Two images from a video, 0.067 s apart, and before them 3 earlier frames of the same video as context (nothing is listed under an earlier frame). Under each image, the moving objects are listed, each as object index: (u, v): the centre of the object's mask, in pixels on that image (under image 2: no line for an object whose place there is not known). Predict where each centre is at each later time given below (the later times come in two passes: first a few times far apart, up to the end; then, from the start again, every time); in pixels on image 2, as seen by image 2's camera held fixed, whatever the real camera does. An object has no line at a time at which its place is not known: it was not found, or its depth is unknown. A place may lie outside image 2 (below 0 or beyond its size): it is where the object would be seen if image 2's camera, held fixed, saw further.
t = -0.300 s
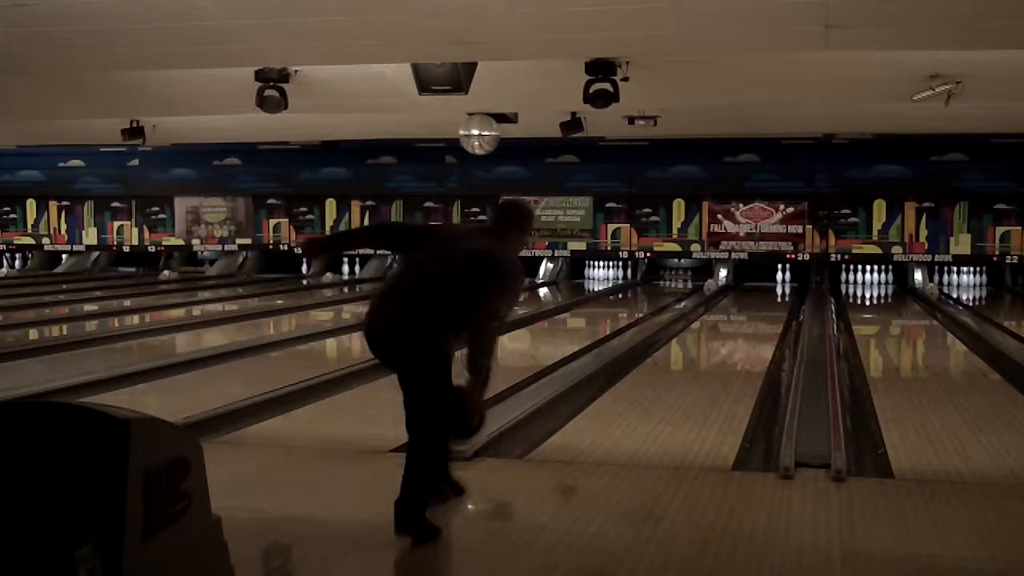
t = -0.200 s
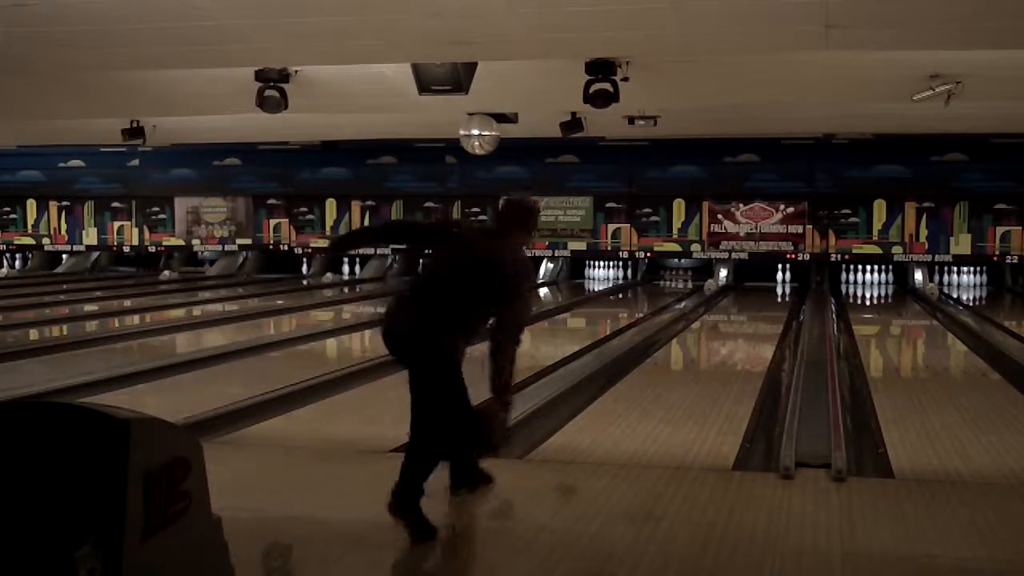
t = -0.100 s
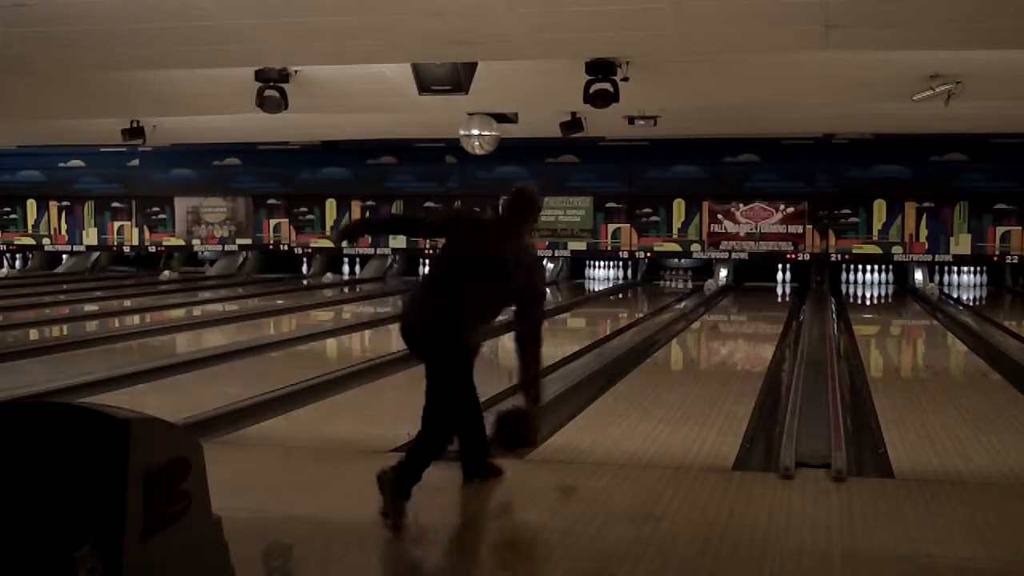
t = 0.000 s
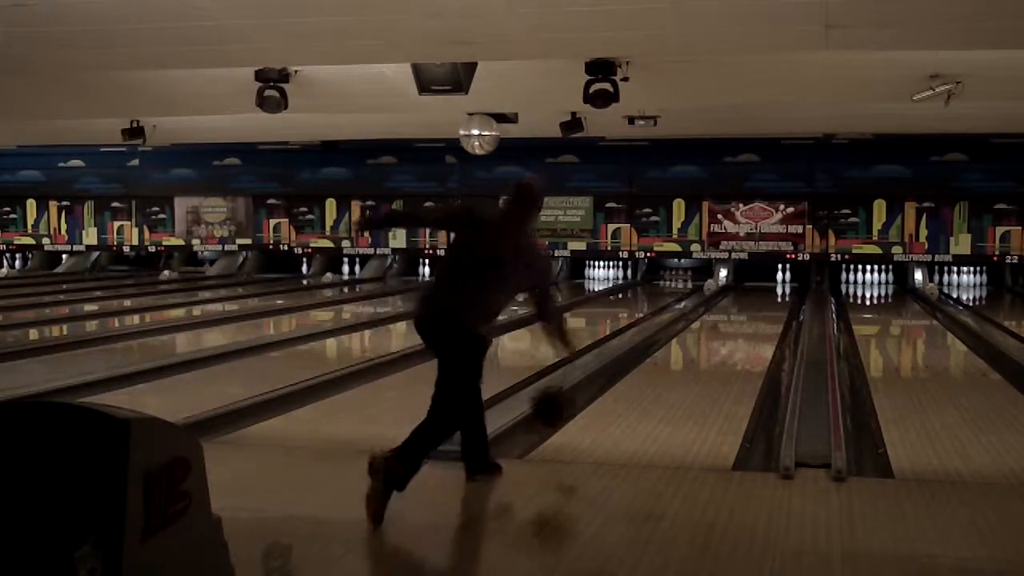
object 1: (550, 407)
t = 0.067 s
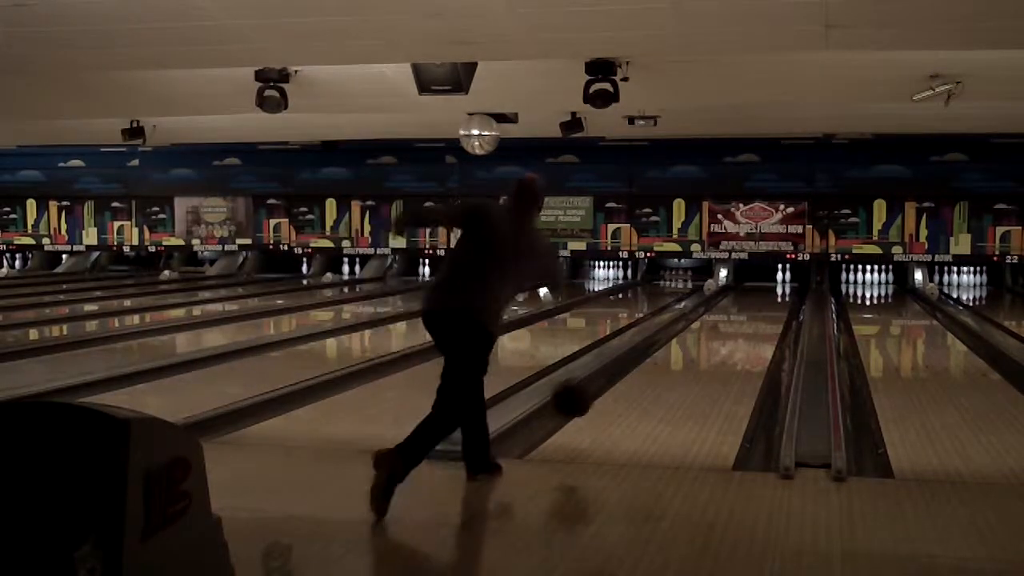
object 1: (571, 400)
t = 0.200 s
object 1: (608, 405)
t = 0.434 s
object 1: (652, 382)
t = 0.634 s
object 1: (680, 364)
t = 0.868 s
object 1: (706, 347)
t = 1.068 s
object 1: (722, 335)
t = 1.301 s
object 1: (739, 324)
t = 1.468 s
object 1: (748, 318)
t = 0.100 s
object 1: (582, 399)
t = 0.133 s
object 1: (592, 401)
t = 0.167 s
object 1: (601, 403)
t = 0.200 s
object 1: (608, 405)
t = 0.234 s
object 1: (615, 408)
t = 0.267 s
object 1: (622, 403)
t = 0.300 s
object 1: (628, 398)
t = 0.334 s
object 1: (634, 394)
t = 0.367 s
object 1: (640, 391)
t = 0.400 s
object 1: (646, 386)
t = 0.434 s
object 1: (652, 382)
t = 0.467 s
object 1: (658, 379)
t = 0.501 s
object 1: (661, 376)
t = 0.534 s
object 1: (667, 373)
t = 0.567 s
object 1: (672, 369)
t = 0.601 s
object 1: (677, 367)
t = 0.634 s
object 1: (680, 364)
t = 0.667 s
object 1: (685, 361)
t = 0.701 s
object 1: (689, 358)
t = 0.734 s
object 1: (692, 356)
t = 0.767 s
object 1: (696, 354)
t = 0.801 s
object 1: (699, 351)
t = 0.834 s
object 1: (703, 349)
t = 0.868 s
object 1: (706, 347)
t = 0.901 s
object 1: (709, 344)
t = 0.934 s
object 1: (712, 343)
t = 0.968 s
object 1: (715, 340)
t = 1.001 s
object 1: (717, 339)
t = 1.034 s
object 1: (720, 337)
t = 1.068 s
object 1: (722, 335)
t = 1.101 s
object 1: (725, 333)
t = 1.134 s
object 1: (728, 332)
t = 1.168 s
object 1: (730, 331)
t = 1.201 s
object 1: (732, 329)
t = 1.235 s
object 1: (734, 327)
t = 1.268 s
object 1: (737, 326)
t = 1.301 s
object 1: (739, 324)
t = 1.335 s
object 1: (741, 323)
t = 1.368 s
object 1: (742, 322)
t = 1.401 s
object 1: (744, 321)
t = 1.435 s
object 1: (746, 320)
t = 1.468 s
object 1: (748, 318)
